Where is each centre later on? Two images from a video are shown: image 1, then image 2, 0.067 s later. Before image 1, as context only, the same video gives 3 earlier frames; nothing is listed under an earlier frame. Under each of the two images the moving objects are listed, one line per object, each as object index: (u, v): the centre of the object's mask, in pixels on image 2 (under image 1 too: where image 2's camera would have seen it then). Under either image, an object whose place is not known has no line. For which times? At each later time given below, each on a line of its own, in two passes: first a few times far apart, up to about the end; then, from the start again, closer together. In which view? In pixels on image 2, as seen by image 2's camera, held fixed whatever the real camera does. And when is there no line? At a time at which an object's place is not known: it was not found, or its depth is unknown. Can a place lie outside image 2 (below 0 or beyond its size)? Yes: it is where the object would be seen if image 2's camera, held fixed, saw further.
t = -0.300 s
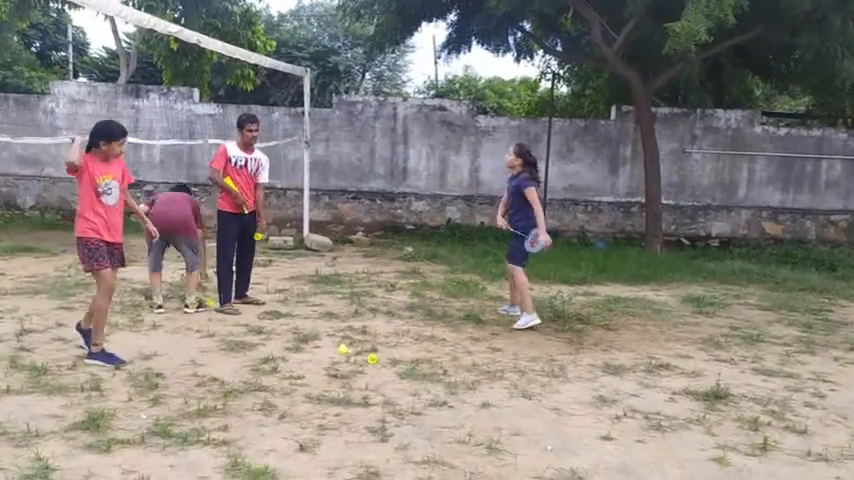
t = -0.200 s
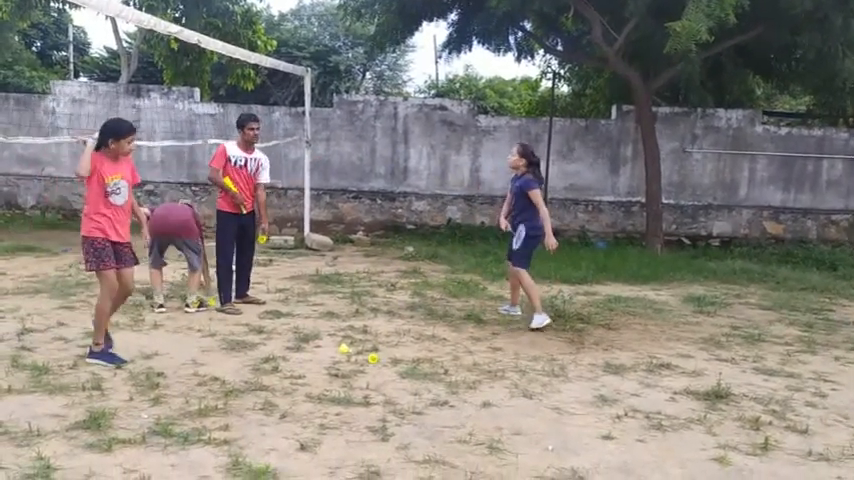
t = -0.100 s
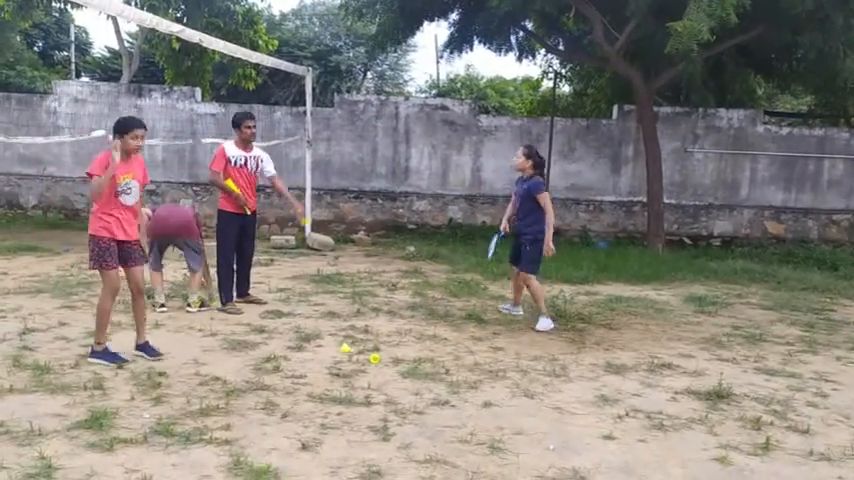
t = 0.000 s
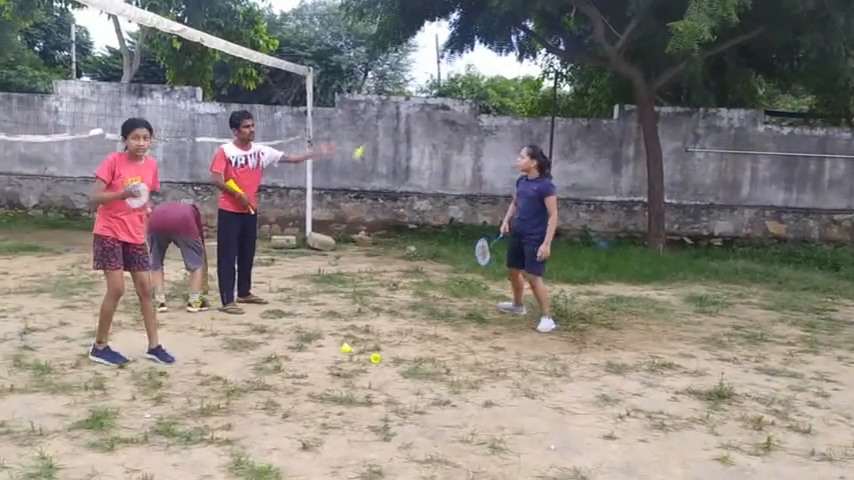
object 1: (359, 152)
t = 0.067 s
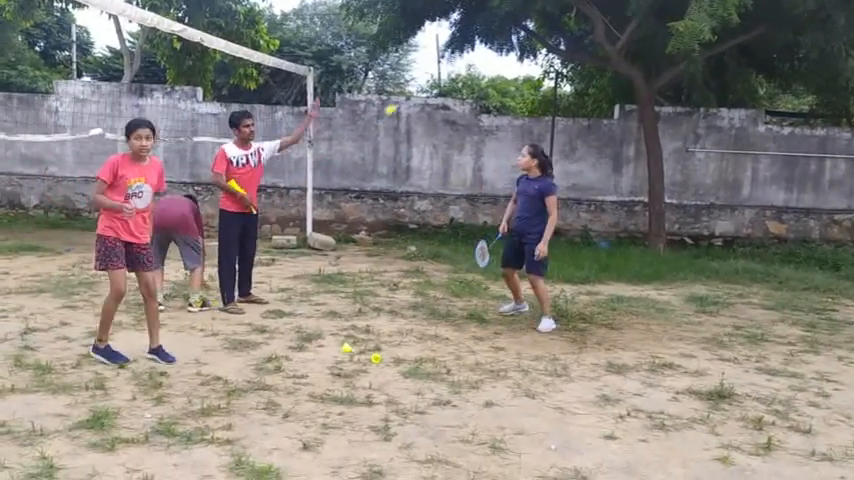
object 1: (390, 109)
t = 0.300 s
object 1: (493, 19)
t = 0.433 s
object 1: (546, 2)
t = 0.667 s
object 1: (632, 20)
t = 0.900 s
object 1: (705, 109)
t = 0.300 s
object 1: (493, 19)
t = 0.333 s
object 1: (507, 12)
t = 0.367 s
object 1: (519, 7)
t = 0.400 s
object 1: (533, 3)
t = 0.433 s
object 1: (546, 2)
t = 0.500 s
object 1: (571, 2)
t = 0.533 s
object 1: (584, 3)
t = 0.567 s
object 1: (597, 4)
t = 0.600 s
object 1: (609, 8)
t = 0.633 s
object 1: (620, 13)
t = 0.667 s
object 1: (632, 20)
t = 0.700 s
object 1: (644, 28)
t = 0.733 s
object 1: (655, 38)
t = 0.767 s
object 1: (666, 50)
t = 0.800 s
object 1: (676, 63)
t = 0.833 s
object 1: (686, 77)
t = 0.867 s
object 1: (695, 92)
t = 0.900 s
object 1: (705, 109)
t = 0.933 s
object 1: (714, 127)
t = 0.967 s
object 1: (723, 145)
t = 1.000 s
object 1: (731, 165)
